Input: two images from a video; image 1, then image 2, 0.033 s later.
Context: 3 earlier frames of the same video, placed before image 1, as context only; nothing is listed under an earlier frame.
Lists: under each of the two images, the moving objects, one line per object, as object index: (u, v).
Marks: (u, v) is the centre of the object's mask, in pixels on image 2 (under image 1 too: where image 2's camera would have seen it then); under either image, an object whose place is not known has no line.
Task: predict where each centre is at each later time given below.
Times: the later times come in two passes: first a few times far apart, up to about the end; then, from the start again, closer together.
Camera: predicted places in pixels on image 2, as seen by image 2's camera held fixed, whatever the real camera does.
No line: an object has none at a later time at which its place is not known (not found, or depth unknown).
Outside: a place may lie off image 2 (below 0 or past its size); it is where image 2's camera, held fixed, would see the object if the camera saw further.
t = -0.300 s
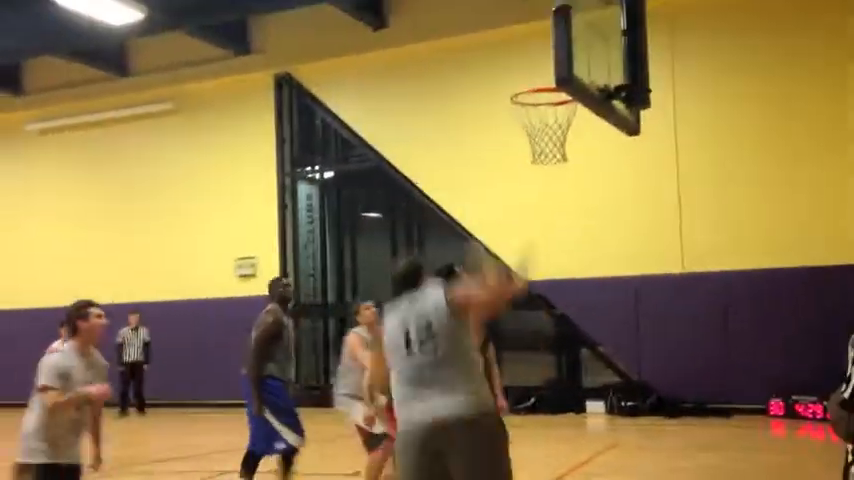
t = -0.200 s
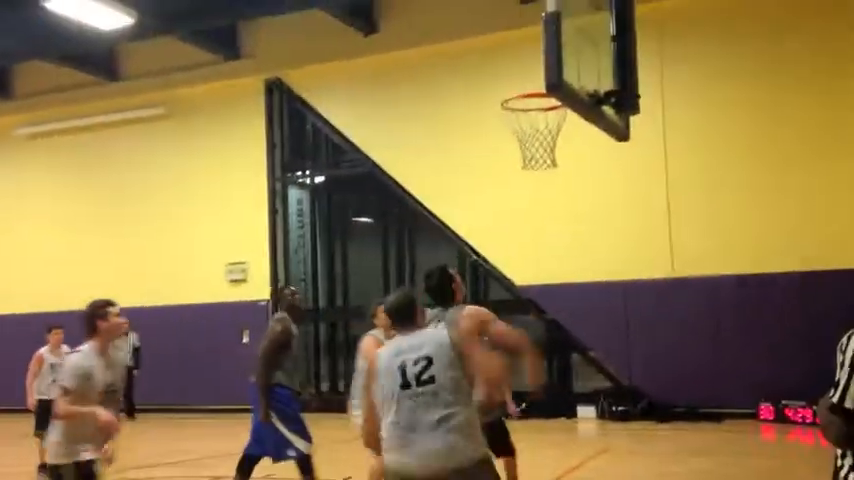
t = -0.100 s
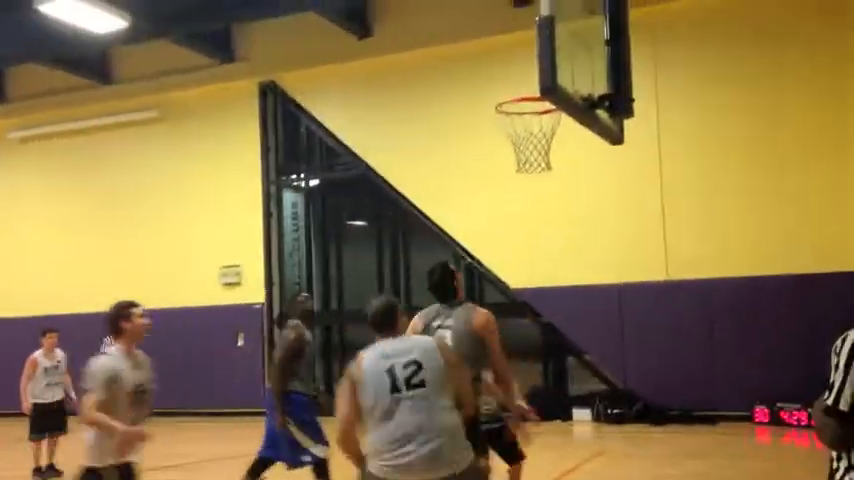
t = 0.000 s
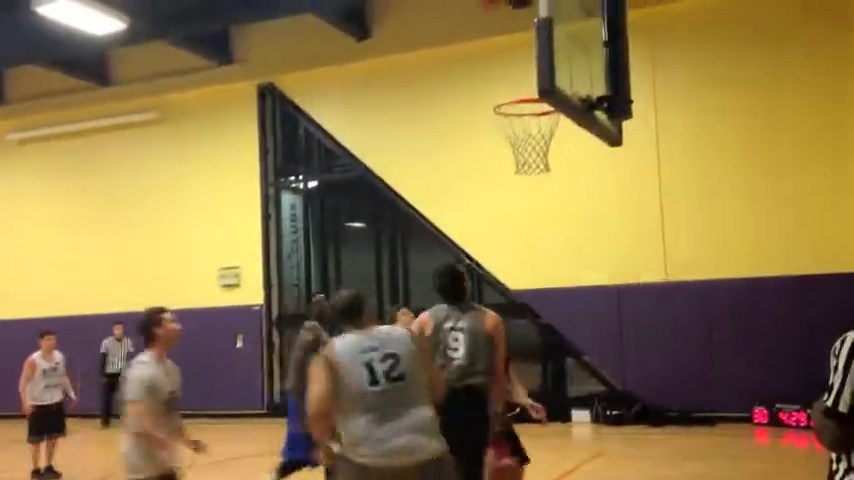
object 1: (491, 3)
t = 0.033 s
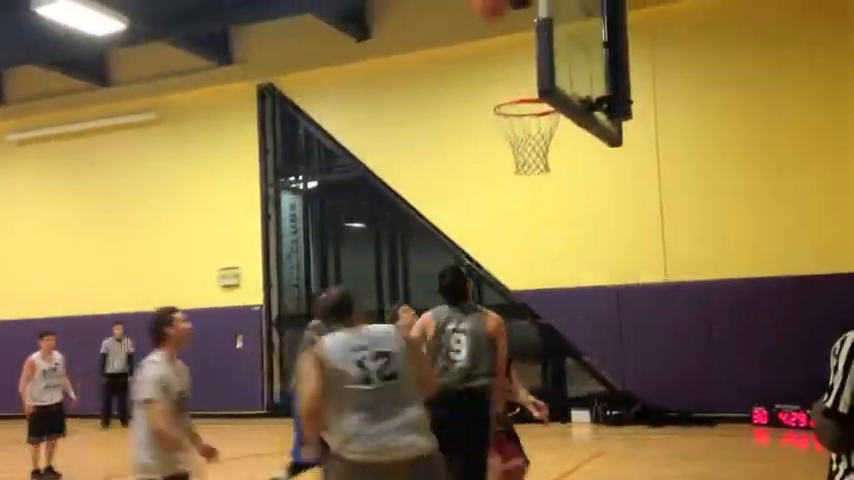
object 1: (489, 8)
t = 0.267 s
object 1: (514, 109)
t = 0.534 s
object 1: (571, 163)
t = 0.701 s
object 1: (593, 221)
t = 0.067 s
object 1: (494, 14)
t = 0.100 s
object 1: (498, 27)
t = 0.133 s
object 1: (501, 44)
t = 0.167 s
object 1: (503, 60)
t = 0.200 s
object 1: (506, 80)
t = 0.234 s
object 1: (508, 99)
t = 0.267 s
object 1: (514, 109)
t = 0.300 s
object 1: (528, 120)
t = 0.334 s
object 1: (539, 131)
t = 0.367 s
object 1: (549, 139)
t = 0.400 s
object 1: (555, 144)
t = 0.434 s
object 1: (559, 147)
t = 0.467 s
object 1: (563, 150)
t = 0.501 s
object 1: (568, 157)
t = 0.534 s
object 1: (571, 163)
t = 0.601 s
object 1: (580, 182)
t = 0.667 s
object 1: (589, 206)
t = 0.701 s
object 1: (593, 221)
